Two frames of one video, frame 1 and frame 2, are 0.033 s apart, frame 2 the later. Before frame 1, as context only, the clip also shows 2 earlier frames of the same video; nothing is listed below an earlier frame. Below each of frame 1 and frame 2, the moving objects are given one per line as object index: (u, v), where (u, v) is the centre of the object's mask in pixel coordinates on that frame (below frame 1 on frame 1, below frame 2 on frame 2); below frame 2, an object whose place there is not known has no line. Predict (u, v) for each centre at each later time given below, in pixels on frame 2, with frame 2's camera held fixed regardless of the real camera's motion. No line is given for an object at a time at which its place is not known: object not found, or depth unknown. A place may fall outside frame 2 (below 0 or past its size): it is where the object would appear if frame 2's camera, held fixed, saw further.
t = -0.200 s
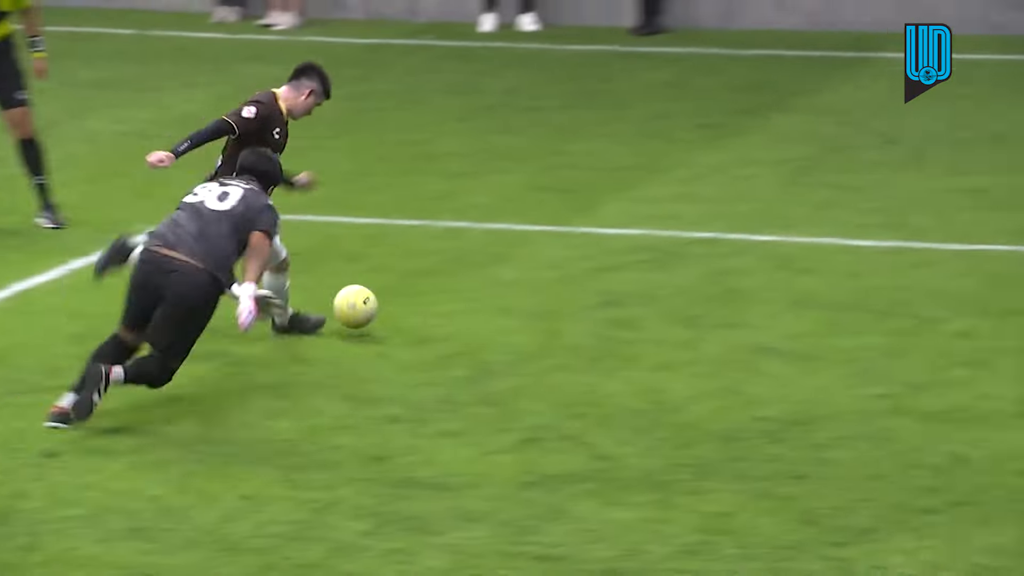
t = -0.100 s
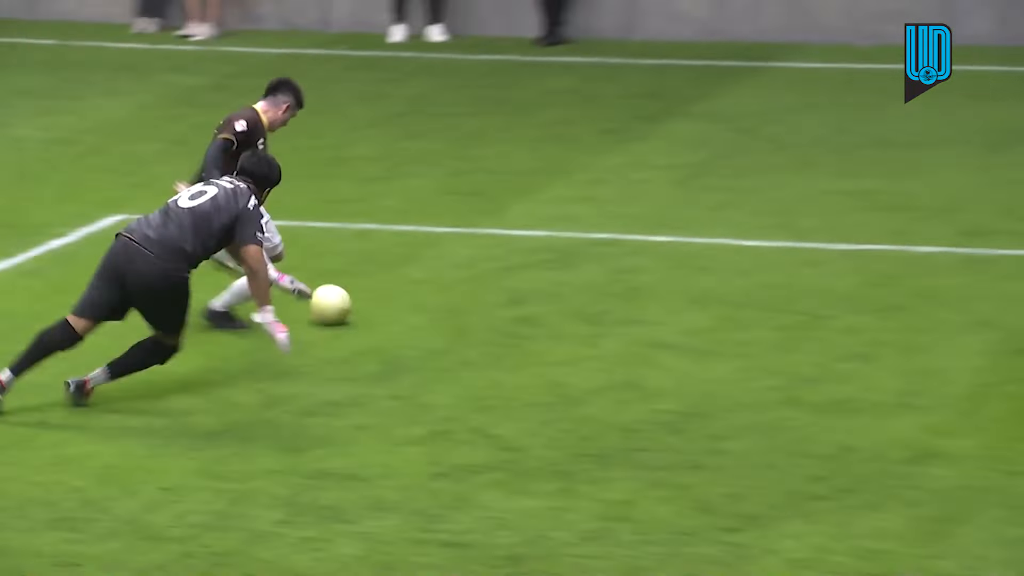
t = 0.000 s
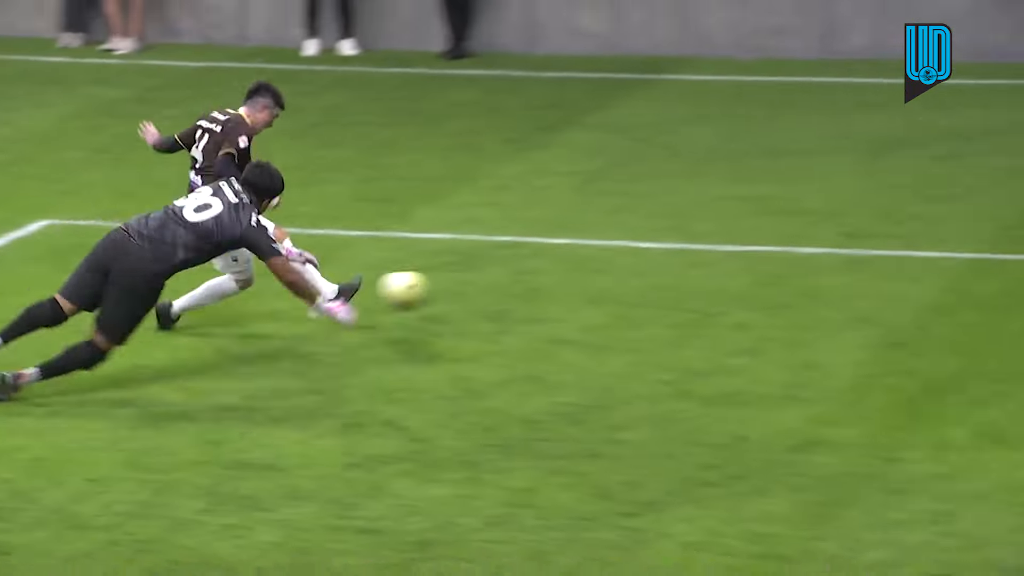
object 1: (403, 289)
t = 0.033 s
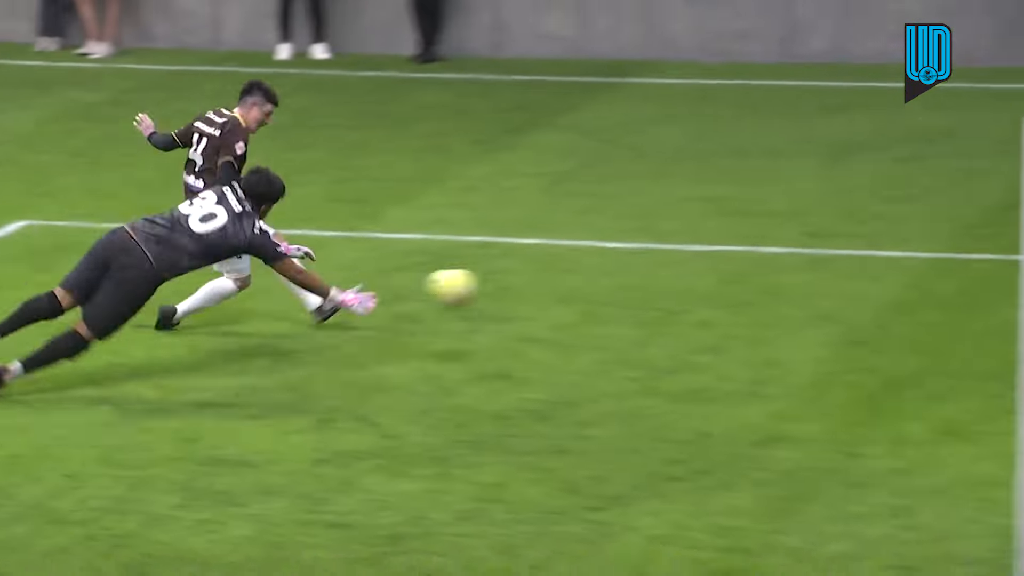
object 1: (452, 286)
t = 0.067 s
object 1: (528, 287)
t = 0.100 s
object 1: (607, 290)
